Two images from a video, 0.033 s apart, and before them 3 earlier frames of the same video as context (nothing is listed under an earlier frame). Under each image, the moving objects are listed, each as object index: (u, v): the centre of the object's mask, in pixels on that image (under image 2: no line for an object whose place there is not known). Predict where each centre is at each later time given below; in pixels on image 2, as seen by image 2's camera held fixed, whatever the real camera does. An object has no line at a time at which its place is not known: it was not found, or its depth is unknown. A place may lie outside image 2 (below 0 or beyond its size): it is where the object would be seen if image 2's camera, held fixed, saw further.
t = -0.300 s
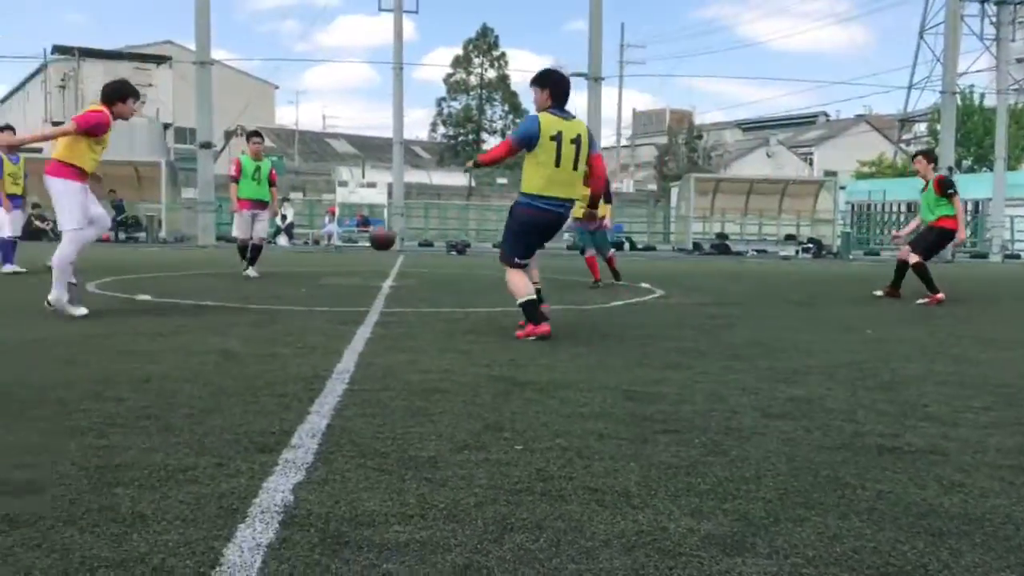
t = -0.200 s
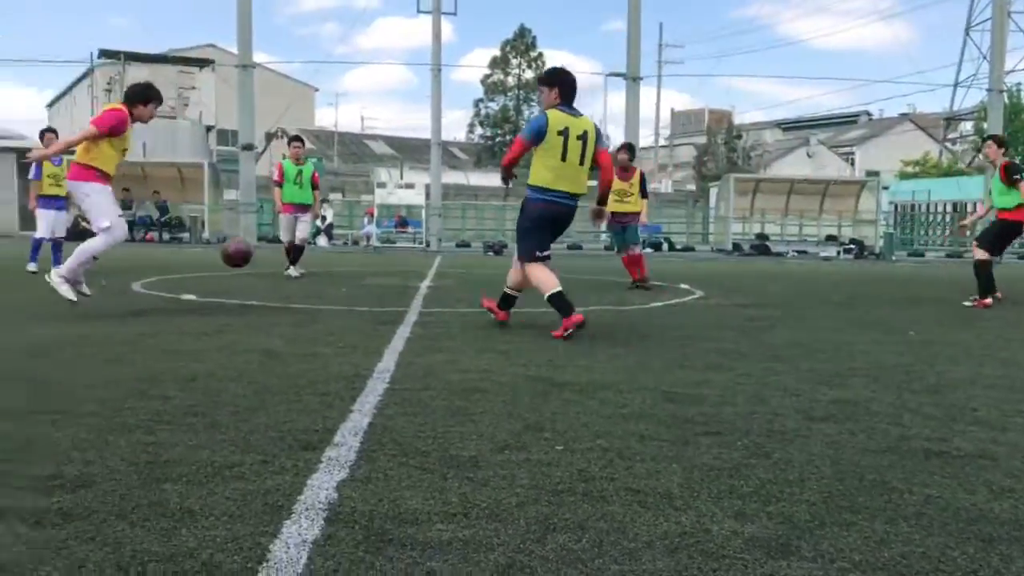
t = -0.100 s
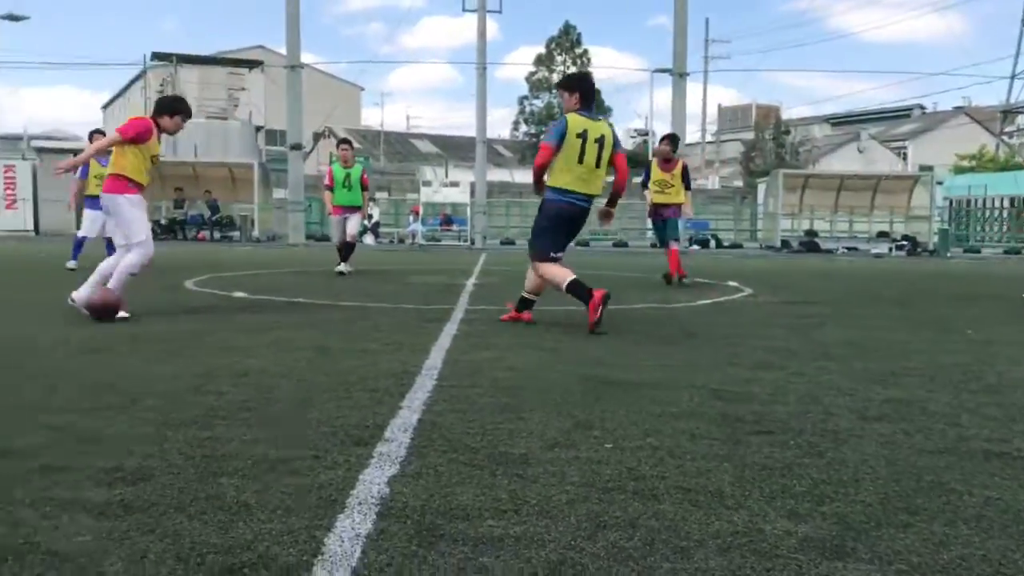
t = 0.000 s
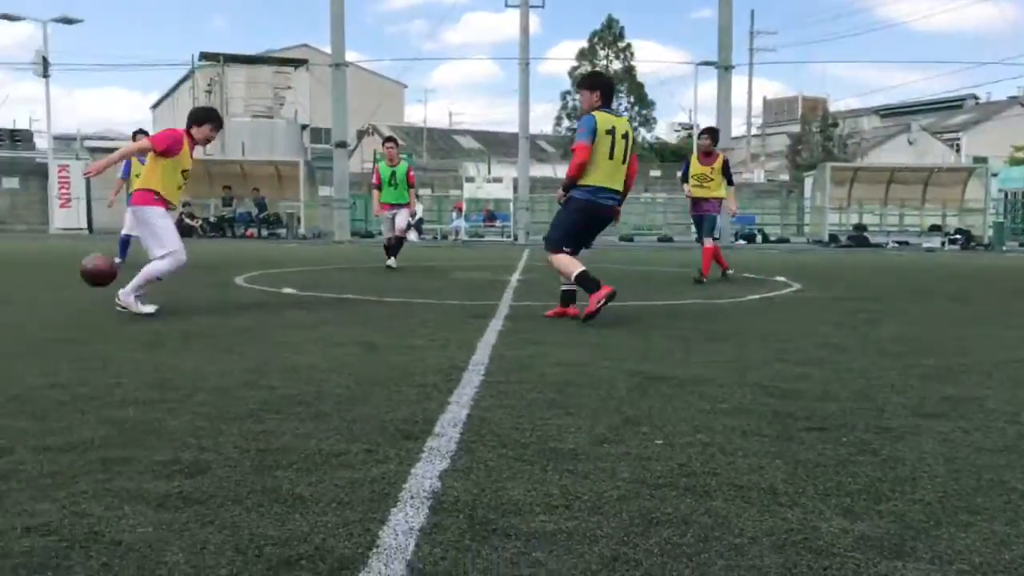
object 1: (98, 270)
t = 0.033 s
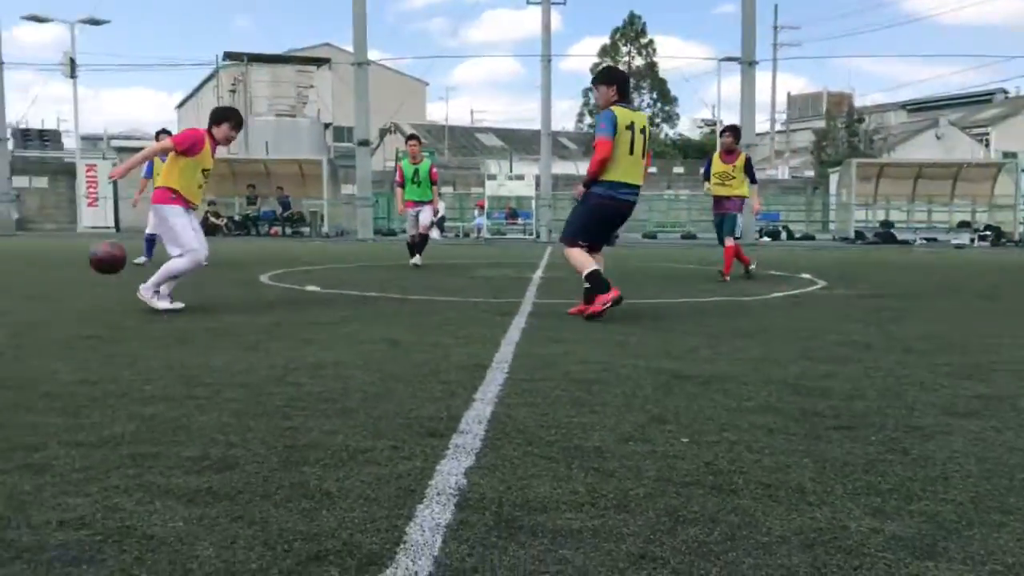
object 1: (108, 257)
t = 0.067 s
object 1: (90, 250)
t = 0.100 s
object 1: (70, 242)
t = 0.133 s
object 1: (49, 236)
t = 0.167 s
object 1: (29, 232)
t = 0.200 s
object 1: (6, 230)
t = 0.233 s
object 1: (-17, 231)
